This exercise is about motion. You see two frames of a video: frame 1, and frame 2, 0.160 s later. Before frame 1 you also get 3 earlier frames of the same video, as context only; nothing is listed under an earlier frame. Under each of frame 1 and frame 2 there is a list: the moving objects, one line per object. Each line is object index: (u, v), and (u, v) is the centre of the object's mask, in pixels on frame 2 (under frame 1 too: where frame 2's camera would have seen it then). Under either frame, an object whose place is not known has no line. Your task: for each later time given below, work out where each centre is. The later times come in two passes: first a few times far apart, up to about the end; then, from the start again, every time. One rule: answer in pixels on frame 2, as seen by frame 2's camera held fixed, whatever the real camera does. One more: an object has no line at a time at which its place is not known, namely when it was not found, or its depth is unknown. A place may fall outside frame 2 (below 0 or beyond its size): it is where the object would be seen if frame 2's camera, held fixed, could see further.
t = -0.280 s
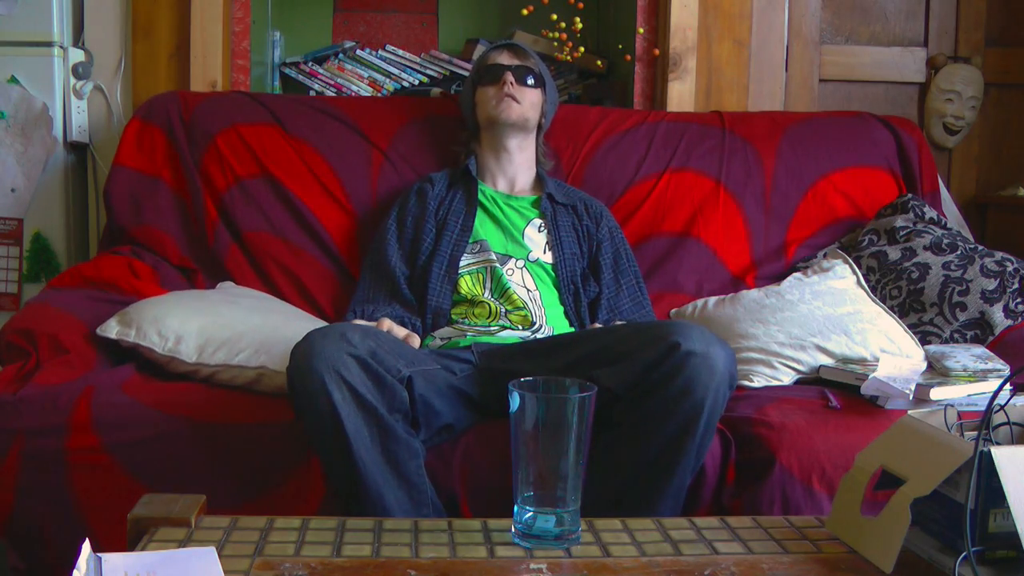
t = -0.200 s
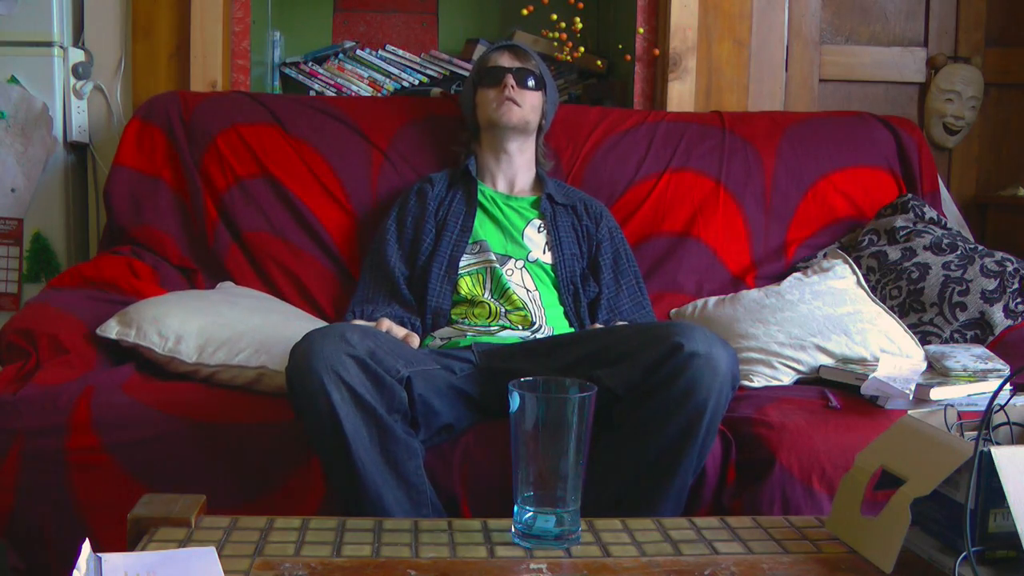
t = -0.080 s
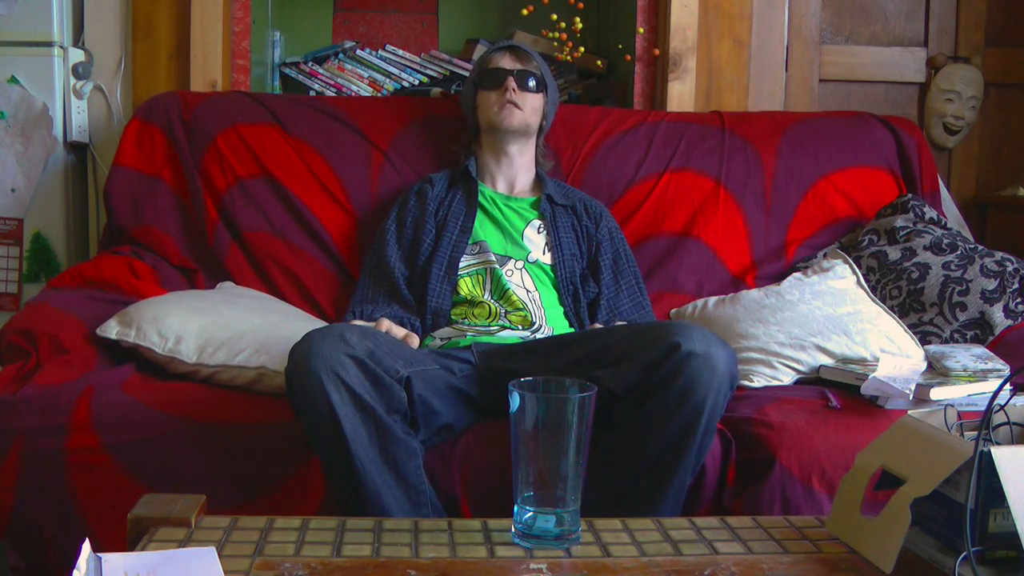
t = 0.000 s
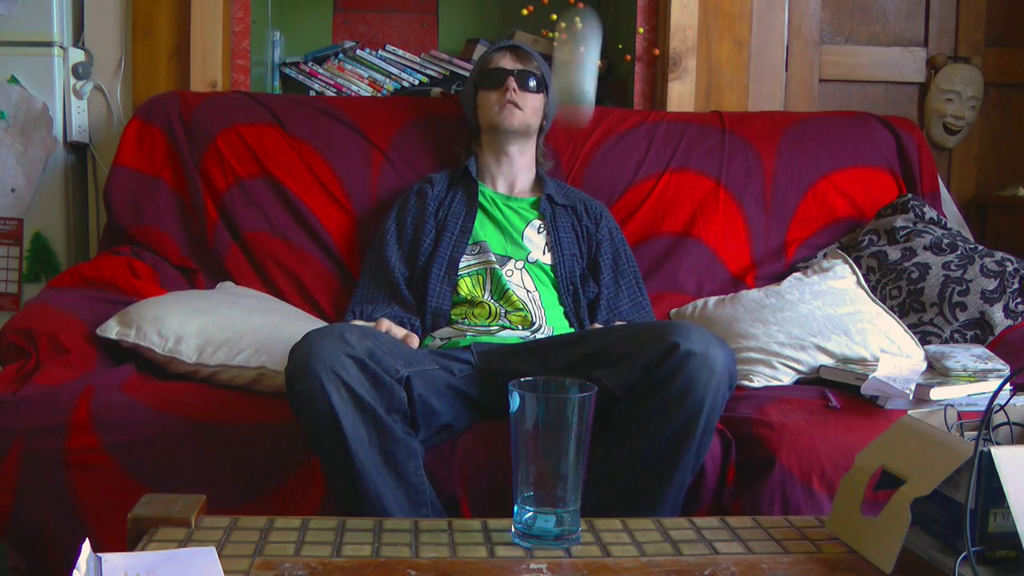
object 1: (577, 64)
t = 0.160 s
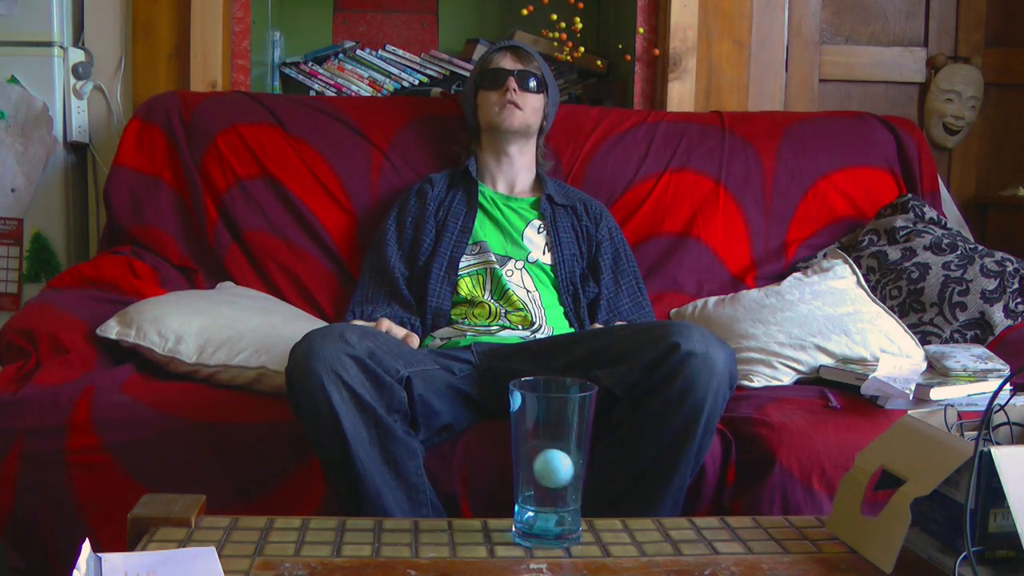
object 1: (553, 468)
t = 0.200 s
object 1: (538, 471)
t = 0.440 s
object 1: (555, 497)
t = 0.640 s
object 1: (547, 492)
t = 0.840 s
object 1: (556, 499)
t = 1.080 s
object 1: (545, 500)
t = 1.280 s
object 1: (551, 499)
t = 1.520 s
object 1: (549, 499)
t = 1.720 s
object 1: (550, 499)
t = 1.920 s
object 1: (549, 499)
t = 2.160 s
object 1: (549, 499)
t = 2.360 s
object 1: (549, 499)
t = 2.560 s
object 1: (549, 499)
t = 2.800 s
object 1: (549, 499)
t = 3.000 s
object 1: (549, 500)
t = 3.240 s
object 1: (549, 500)
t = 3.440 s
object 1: (549, 500)
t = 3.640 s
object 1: (549, 500)
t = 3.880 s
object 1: (549, 500)
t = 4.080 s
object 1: (549, 500)
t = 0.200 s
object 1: (538, 471)
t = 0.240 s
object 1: (561, 475)
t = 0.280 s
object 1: (539, 478)
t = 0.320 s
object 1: (558, 483)
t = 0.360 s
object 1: (543, 491)
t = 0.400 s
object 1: (550, 490)
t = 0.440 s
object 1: (555, 497)
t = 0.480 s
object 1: (537, 493)
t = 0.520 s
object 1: (555, 491)
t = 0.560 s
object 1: (557, 497)
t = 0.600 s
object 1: (538, 495)
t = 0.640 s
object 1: (547, 492)
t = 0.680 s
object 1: (561, 494)
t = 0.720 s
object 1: (547, 497)
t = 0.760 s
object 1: (538, 493)
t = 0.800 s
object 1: (555, 492)
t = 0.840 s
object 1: (556, 499)
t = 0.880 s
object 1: (539, 498)
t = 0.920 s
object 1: (548, 495)
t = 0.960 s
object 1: (558, 500)
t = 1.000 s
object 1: (543, 503)
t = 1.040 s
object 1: (539, 501)
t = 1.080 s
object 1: (545, 500)
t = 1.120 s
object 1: (548, 499)
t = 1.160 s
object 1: (549, 499)
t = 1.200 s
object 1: (550, 499)
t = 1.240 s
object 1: (550, 499)
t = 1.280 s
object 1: (551, 499)
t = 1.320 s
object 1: (551, 499)
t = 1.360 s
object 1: (551, 498)
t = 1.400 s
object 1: (551, 498)
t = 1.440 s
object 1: (550, 498)
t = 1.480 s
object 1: (549, 499)
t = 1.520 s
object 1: (549, 499)
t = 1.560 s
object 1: (549, 499)
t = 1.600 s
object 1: (549, 498)
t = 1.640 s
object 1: (550, 498)
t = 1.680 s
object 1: (550, 498)
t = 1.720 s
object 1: (550, 499)
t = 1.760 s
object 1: (550, 499)
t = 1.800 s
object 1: (549, 499)
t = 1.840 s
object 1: (549, 499)
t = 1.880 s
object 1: (549, 499)
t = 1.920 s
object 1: (549, 499)
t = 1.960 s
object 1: (549, 499)
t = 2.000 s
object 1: (549, 499)
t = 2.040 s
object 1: (549, 499)
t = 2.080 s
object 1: (549, 499)
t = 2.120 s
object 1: (549, 499)
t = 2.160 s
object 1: (549, 499)
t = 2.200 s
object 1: (549, 499)
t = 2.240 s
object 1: (549, 499)
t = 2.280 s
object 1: (549, 499)
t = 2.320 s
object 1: (549, 499)
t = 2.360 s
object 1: (549, 499)
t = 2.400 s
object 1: (549, 499)
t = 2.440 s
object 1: (549, 499)
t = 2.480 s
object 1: (549, 499)
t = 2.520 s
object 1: (549, 499)
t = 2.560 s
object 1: (549, 499)
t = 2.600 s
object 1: (549, 499)
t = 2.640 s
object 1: (549, 499)
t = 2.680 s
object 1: (549, 499)
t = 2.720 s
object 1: (549, 499)
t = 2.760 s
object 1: (549, 499)
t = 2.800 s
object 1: (549, 499)
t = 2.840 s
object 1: (549, 499)
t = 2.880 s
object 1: (549, 499)
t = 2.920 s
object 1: (549, 500)
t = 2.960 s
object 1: (549, 500)
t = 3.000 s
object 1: (549, 500)
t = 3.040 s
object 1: (549, 500)
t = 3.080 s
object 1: (549, 500)
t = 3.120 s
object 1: (549, 500)
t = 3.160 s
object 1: (549, 500)
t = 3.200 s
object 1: (549, 500)
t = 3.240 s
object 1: (549, 500)
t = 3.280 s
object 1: (549, 500)
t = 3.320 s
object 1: (549, 500)
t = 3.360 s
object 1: (549, 500)
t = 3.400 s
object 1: (549, 500)
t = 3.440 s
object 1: (549, 500)
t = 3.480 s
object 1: (549, 500)
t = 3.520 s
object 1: (549, 500)
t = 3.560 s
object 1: (549, 499)
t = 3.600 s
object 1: (549, 500)
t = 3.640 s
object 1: (549, 500)
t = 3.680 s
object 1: (549, 499)
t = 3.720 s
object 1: (549, 500)
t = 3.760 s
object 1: (549, 500)
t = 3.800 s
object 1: (549, 500)
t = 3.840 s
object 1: (549, 500)
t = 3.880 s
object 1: (549, 500)
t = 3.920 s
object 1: (549, 500)
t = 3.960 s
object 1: (549, 500)
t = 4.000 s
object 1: (549, 500)
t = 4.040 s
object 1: (549, 500)
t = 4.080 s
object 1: (549, 500)
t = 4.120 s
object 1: (549, 500)
